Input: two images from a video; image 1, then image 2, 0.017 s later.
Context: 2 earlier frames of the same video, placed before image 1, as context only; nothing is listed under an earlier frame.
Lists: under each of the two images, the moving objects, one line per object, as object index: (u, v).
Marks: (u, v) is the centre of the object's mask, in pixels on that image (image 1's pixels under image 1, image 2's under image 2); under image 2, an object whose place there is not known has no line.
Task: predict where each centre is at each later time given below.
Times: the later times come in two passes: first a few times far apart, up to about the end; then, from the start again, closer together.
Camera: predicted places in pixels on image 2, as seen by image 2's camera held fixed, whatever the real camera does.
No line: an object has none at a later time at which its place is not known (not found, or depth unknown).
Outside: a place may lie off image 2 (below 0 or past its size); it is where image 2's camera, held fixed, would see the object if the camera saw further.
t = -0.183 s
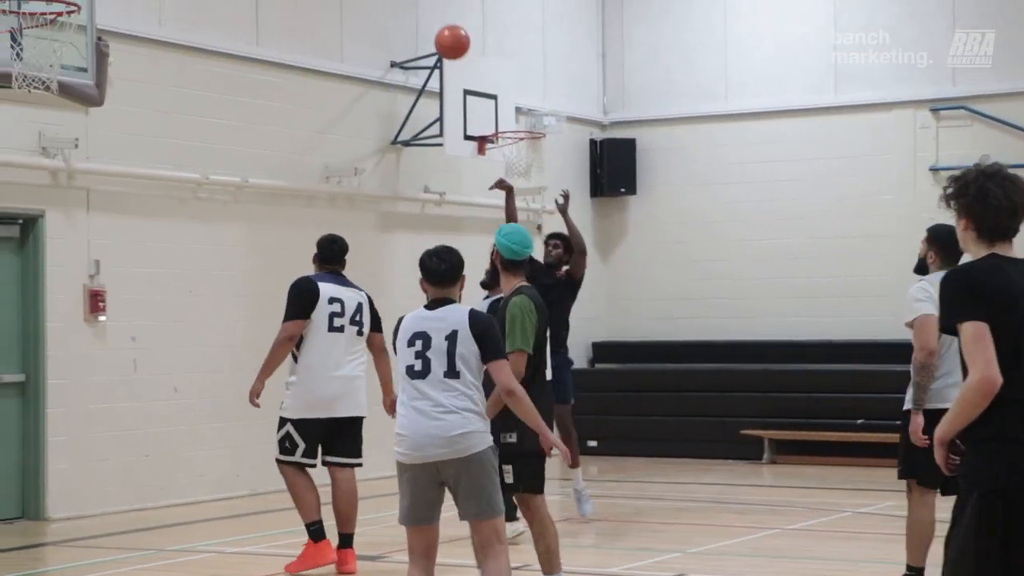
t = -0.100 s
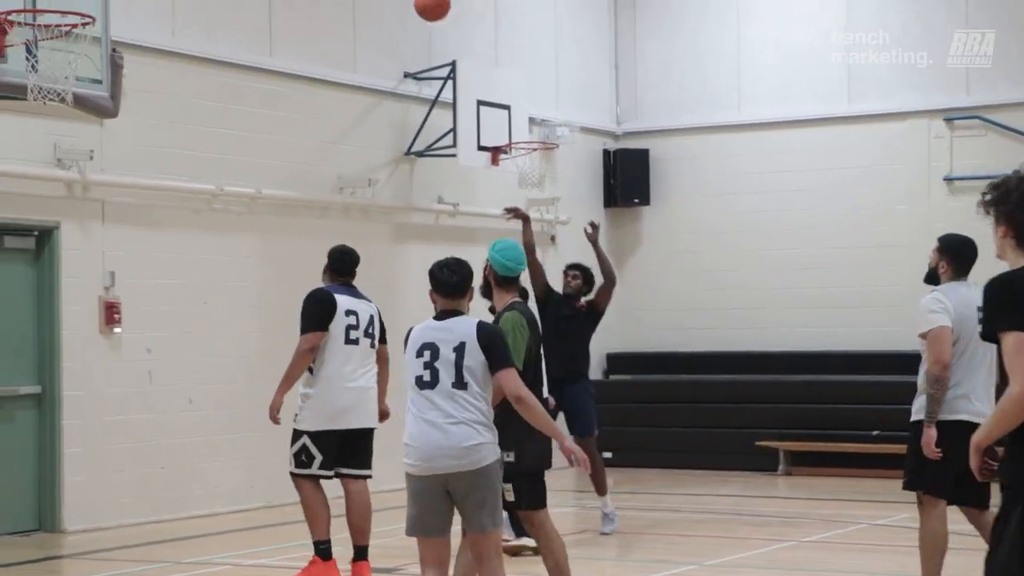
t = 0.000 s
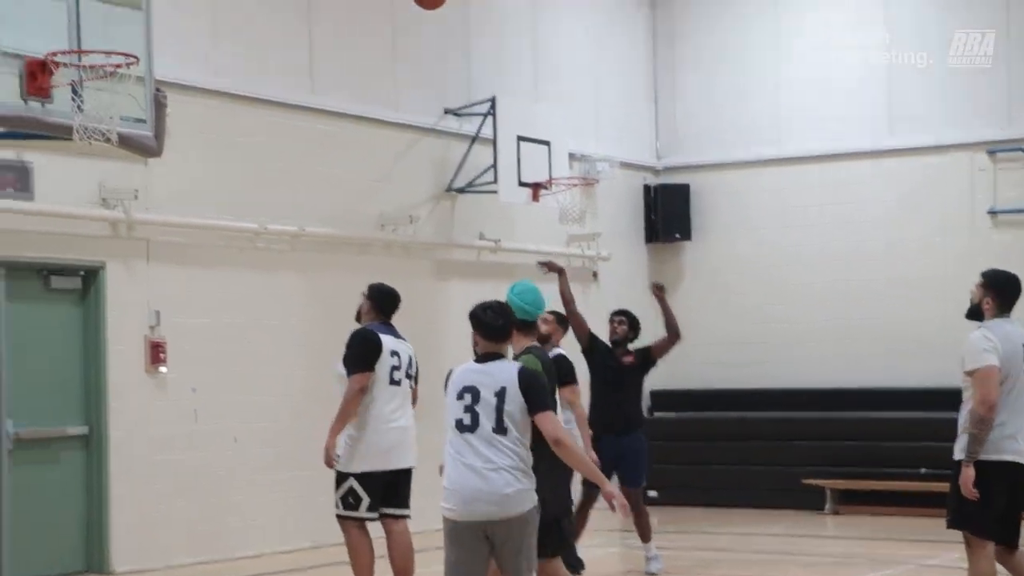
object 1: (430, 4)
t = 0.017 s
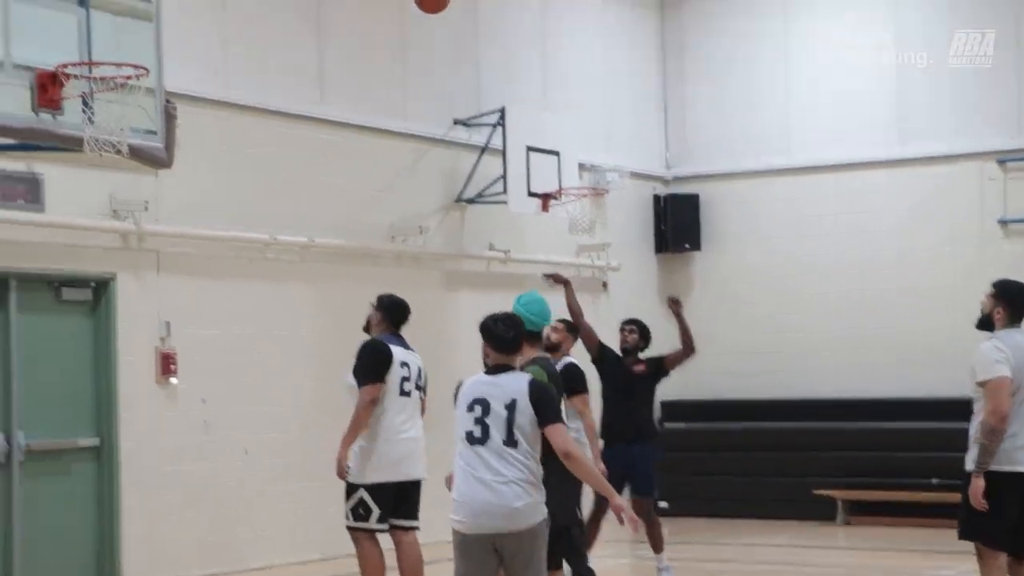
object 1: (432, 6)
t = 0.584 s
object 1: (164, 28)
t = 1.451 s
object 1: (97, 134)
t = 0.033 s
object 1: (424, -4)
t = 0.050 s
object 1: (417, -14)
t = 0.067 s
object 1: (409, -24)
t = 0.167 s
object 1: (366, -50)
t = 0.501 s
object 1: (209, -12)
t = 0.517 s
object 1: (200, -5)
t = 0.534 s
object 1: (191, 2)
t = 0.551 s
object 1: (182, 10)
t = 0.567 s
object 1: (173, 19)
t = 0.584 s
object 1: (164, 28)
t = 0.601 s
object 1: (155, 37)
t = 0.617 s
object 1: (146, 47)
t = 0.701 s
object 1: (103, 59)
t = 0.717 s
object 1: (95, 62)
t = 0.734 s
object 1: (87, 64)
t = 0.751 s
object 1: (91, 61)
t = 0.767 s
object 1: (97, 59)
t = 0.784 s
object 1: (102, 57)
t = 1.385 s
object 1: (103, 107)
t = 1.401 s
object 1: (102, 113)
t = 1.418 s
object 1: (99, 120)
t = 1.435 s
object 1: (98, 128)
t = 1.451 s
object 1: (97, 134)
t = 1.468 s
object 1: (96, 139)
